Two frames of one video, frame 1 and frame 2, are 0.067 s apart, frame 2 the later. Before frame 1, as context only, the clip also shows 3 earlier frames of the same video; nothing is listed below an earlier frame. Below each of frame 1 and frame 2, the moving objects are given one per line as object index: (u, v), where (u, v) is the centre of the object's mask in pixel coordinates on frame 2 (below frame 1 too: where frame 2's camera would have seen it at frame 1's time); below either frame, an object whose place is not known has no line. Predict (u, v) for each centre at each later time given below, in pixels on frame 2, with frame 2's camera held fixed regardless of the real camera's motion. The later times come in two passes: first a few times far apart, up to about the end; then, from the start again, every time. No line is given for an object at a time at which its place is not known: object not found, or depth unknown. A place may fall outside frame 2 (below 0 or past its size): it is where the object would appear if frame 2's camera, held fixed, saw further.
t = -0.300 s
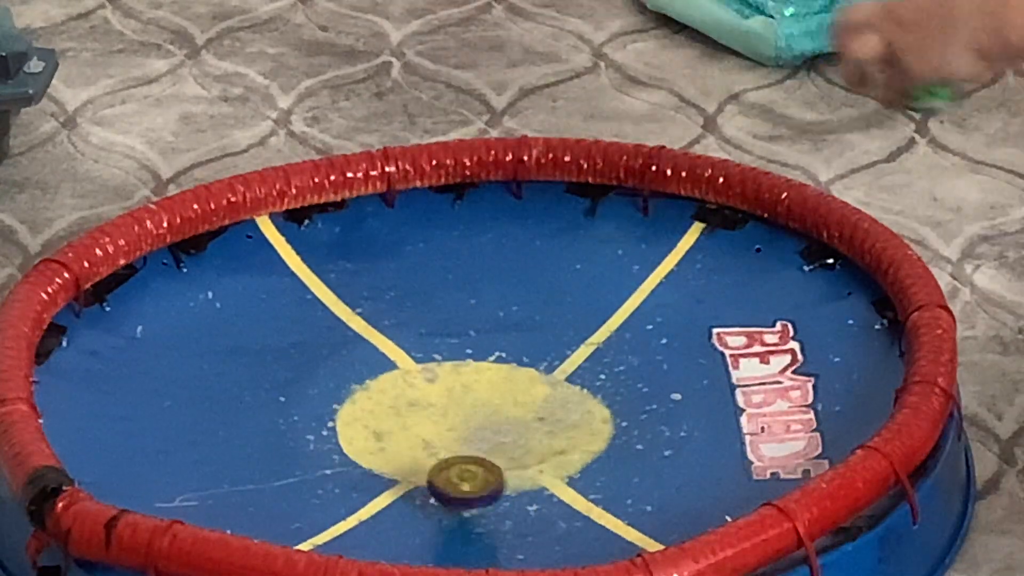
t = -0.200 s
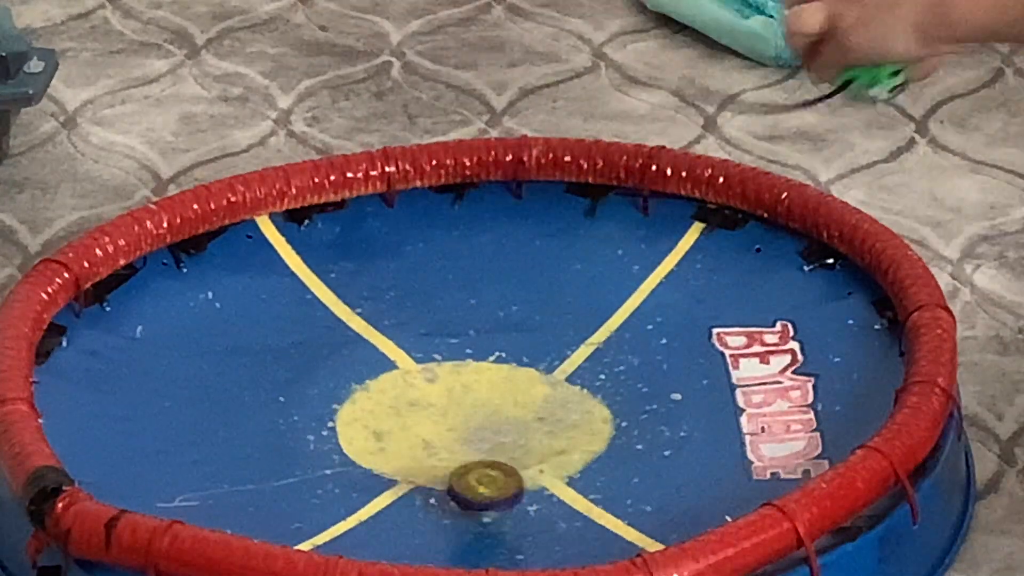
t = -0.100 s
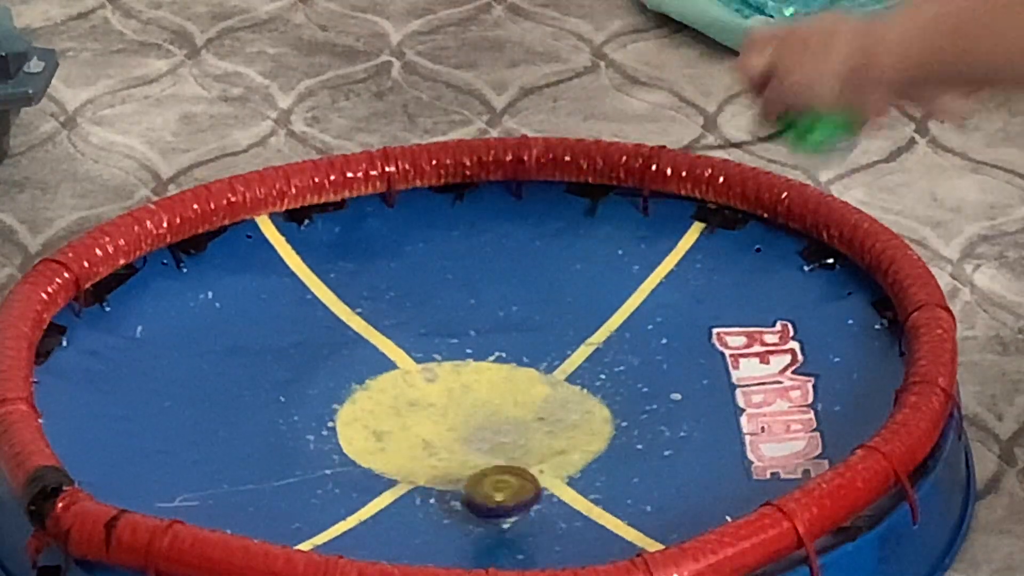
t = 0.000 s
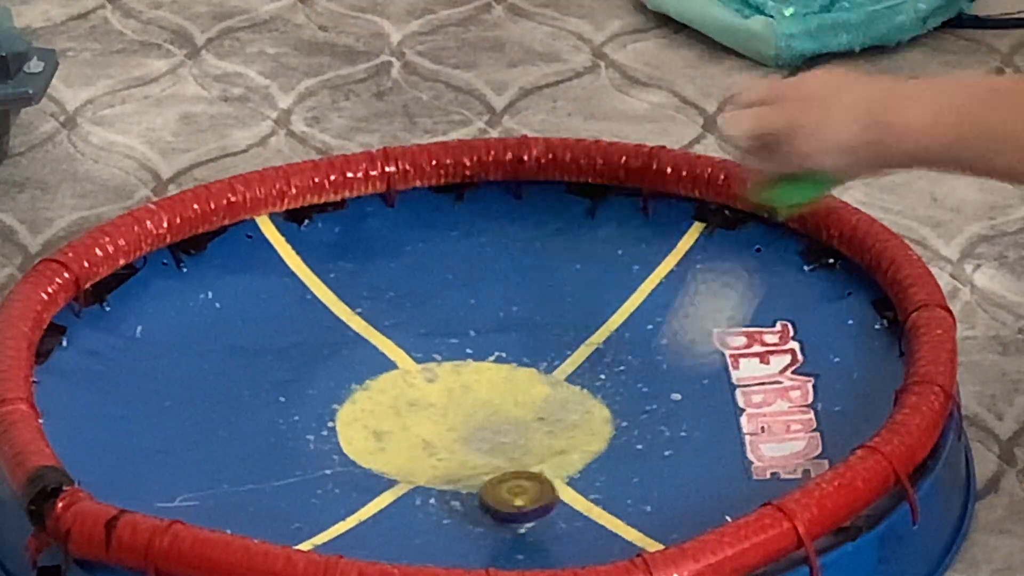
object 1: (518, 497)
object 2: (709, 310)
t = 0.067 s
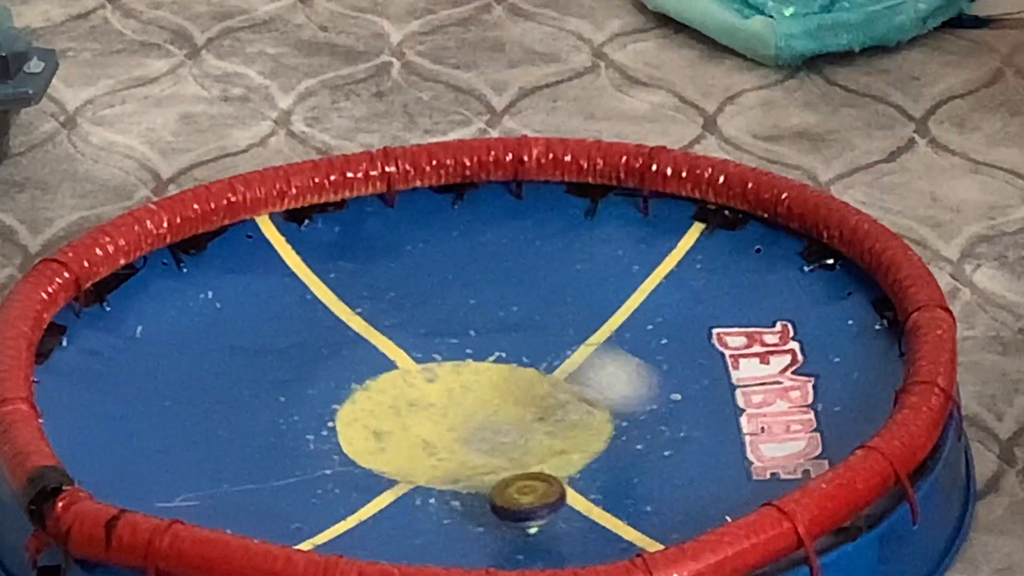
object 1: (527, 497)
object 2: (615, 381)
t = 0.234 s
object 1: (554, 494)
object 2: (347, 390)
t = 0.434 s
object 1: (560, 483)
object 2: (173, 374)
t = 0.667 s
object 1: (556, 462)
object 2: (141, 376)
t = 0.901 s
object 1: (556, 440)
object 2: (267, 442)
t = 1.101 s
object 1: (565, 425)
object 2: (375, 509)
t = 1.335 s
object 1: (595, 410)
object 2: (573, 544)
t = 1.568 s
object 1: (622, 395)
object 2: (738, 488)
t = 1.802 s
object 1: (626, 375)
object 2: (757, 412)
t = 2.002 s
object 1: (607, 362)
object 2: (687, 373)
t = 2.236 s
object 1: (514, 325)
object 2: (666, 362)
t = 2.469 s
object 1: (514, 319)
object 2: (589, 356)
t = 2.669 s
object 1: (518, 335)
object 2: (499, 383)
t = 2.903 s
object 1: (503, 350)
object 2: (439, 429)
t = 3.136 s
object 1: (487, 341)
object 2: (471, 448)
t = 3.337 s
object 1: (499, 339)
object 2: (461, 465)
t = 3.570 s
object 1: (497, 356)
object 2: (415, 493)
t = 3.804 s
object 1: (478, 364)
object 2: (438, 509)
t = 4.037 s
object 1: (457, 356)
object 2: (488, 503)
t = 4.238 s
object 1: (467, 360)
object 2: (517, 493)
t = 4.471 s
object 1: (462, 377)
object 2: (503, 462)
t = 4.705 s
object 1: (448, 380)
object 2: (480, 450)
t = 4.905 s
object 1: (438, 372)
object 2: (496, 422)
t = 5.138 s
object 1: (439, 360)
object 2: (533, 395)
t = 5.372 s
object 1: (444, 370)
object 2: (555, 379)
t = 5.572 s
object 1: (442, 369)
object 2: (541, 363)
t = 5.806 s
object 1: (445, 384)
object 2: (520, 380)
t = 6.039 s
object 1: (457, 391)
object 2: (562, 400)
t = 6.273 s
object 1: (487, 407)
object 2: (637, 398)
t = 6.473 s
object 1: (524, 399)
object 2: (657, 397)
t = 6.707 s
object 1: (520, 384)
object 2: (645, 395)
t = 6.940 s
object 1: (514, 380)
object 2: (614, 398)
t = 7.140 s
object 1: (515, 380)
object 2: (589, 401)
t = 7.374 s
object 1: (518, 384)
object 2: (580, 401)
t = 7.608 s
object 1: (512, 385)
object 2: (570, 397)
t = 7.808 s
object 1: (505, 391)
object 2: (561, 402)
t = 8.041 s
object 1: (491, 397)
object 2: (567, 407)
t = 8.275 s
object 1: (464, 393)
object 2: (569, 400)
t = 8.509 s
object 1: (451, 388)
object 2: (524, 391)
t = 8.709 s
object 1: (445, 381)
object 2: (539, 403)
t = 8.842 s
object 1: (443, 385)
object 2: (540, 404)
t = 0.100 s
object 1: (531, 496)
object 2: (557, 358)
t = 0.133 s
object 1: (539, 495)
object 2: (506, 351)
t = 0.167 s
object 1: (545, 495)
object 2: (453, 357)
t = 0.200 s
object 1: (549, 495)
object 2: (387, 393)
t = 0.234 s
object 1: (554, 494)
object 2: (347, 390)
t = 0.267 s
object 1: (556, 493)
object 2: (318, 376)
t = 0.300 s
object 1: (559, 492)
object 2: (283, 377)
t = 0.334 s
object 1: (559, 491)
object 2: (249, 384)
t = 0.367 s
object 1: (559, 489)
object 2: (221, 380)
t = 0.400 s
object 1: (561, 485)
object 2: (196, 379)
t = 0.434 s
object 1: (560, 483)
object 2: (173, 374)
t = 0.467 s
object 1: (562, 480)
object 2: (155, 371)
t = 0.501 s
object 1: (561, 477)
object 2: (143, 367)
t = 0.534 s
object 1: (561, 475)
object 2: (134, 368)
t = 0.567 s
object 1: (559, 471)
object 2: (129, 367)
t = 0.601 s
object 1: (556, 468)
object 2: (129, 369)
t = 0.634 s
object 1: (556, 465)
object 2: (133, 372)
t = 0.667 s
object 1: (556, 462)
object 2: (141, 376)
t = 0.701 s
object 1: (557, 460)
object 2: (153, 383)
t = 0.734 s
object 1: (556, 457)
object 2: (168, 390)
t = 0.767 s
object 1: (554, 453)
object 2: (185, 399)
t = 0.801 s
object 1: (555, 450)
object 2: (204, 409)
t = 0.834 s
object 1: (555, 446)
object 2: (225, 419)
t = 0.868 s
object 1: (555, 444)
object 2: (246, 430)
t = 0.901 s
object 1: (556, 440)
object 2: (267, 442)
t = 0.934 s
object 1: (556, 437)
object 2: (288, 453)
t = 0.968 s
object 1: (558, 434)
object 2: (305, 466)
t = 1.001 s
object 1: (559, 431)
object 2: (322, 478)
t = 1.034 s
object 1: (562, 429)
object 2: (337, 488)
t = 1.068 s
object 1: (565, 427)
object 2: (355, 499)
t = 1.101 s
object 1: (565, 425)
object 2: (375, 509)
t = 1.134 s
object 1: (569, 422)
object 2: (399, 520)
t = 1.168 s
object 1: (572, 420)
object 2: (421, 526)
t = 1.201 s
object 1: (575, 418)
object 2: (448, 533)
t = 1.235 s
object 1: (582, 415)
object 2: (476, 539)
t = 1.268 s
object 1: (586, 415)
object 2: (506, 541)
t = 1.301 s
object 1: (591, 412)
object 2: (541, 543)
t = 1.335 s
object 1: (595, 410)
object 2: (573, 544)
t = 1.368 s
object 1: (600, 409)
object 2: (606, 542)
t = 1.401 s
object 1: (604, 406)
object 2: (637, 537)
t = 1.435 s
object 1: (609, 404)
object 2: (665, 531)
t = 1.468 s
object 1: (615, 403)
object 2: (685, 522)
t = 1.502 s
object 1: (618, 400)
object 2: (706, 511)
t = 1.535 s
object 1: (621, 398)
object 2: (724, 500)
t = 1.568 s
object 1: (622, 395)
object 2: (738, 488)
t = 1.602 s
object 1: (625, 392)
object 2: (750, 478)
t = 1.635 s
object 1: (627, 389)
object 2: (761, 467)
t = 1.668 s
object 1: (627, 386)
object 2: (768, 455)
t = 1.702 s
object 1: (628, 383)
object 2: (769, 445)
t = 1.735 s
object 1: (627, 380)
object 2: (770, 433)
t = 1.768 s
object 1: (629, 377)
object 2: (764, 422)
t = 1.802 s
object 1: (626, 375)
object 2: (757, 412)
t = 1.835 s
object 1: (624, 372)
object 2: (746, 404)
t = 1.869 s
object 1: (621, 369)
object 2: (736, 396)
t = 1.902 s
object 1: (618, 367)
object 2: (725, 389)
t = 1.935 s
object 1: (615, 365)
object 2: (713, 384)
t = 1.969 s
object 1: (610, 363)
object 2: (701, 379)
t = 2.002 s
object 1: (607, 362)
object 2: (687, 373)
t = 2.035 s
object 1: (601, 359)
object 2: (672, 369)
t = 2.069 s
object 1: (583, 351)
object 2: (675, 369)
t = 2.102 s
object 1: (563, 343)
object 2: (678, 370)
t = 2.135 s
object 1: (545, 337)
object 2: (678, 368)
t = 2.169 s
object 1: (532, 332)
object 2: (674, 366)
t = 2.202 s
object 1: (521, 329)
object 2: (672, 363)
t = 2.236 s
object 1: (514, 325)
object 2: (666, 362)
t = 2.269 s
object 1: (511, 325)
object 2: (659, 362)
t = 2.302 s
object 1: (508, 323)
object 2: (651, 359)
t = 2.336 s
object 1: (508, 323)
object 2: (640, 357)
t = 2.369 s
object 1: (507, 321)
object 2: (630, 356)
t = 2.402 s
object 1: (509, 320)
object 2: (618, 355)
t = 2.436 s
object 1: (510, 319)
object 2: (603, 354)
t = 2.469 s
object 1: (514, 319)
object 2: (589, 356)
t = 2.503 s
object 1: (517, 321)
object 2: (577, 357)
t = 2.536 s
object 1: (519, 324)
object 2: (564, 360)
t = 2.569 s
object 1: (518, 324)
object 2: (545, 367)
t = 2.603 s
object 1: (519, 326)
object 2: (529, 372)
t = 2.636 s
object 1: (517, 330)
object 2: (515, 377)
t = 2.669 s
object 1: (518, 335)
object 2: (499, 383)
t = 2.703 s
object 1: (515, 340)
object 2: (485, 388)
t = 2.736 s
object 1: (515, 343)
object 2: (474, 392)
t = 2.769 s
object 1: (513, 344)
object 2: (464, 398)
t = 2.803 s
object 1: (511, 347)
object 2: (457, 405)
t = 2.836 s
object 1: (508, 349)
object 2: (448, 412)
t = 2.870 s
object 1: (505, 350)
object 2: (444, 420)
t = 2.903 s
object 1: (503, 350)
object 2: (439, 429)
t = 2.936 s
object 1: (500, 350)
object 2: (438, 436)
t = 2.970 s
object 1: (498, 349)
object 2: (436, 442)
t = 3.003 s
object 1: (495, 347)
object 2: (438, 446)
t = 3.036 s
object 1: (495, 344)
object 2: (443, 447)
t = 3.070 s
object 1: (492, 343)
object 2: (450, 449)
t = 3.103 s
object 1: (490, 344)
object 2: (461, 449)
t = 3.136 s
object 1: (487, 341)
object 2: (471, 448)
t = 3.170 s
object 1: (487, 340)
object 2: (477, 449)
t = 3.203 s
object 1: (487, 338)
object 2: (479, 450)
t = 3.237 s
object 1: (490, 336)
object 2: (478, 453)
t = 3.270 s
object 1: (492, 337)
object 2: (474, 457)
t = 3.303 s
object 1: (497, 337)
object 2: (467, 462)
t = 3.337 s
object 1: (499, 339)
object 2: (461, 465)
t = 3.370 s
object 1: (502, 340)
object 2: (452, 469)
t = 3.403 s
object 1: (504, 343)
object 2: (446, 473)
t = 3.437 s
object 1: (505, 346)
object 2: (440, 479)
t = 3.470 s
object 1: (504, 349)
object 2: (433, 482)
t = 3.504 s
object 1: (501, 352)
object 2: (427, 485)
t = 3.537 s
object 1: (500, 353)
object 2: (421, 488)
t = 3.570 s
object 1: (497, 356)
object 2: (415, 493)
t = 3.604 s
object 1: (495, 357)
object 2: (413, 494)
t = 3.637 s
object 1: (491, 359)
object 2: (412, 497)
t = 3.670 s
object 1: (489, 360)
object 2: (413, 501)
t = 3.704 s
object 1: (485, 361)
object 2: (416, 504)
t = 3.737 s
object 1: (483, 362)
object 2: (420, 506)
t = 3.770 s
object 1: (481, 363)
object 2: (429, 509)
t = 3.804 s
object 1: (478, 364)
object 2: (438, 509)
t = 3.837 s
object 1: (476, 364)
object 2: (445, 509)
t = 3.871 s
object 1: (471, 363)
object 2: (455, 507)
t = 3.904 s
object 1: (468, 363)
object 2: (462, 507)
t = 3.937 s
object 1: (464, 361)
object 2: (469, 506)
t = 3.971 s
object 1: (462, 360)
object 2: (476, 504)
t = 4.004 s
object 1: (458, 358)
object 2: (482, 504)
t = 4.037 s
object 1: (457, 356)
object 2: (488, 503)
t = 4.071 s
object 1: (457, 355)
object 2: (494, 501)
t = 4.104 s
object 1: (459, 355)
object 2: (500, 500)
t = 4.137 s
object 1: (461, 356)
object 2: (507, 497)
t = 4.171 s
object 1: (466, 357)
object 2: (509, 496)
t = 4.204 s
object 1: (467, 360)
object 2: (512, 495)
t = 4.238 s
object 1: (467, 360)
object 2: (517, 493)
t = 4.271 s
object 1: (470, 360)
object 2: (519, 491)
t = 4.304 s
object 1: (472, 362)
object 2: (520, 487)
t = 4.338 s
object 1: (472, 365)
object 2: (521, 482)
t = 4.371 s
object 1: (470, 369)
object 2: (518, 476)
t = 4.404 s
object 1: (468, 372)
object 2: (512, 471)
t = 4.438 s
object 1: (465, 375)
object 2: (508, 466)
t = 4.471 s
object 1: (462, 377)
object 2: (503, 462)
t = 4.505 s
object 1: (461, 377)
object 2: (499, 461)
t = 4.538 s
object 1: (460, 378)
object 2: (496, 459)
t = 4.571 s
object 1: (458, 379)
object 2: (494, 457)
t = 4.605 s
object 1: (455, 379)
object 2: (490, 455)
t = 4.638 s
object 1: (454, 380)
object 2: (486, 453)
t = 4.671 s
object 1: (451, 380)
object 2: (483, 451)
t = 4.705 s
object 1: (448, 380)
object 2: (480, 450)
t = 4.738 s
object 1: (444, 379)
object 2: (478, 448)
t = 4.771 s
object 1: (441, 377)
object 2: (476, 445)
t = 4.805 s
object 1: (439, 376)
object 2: (479, 441)
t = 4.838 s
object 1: (438, 375)
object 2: (483, 435)
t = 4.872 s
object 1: (438, 374)
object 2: (490, 429)
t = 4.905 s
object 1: (438, 372)
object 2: (496, 422)
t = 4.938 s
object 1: (442, 372)
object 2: (500, 414)
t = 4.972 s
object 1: (442, 372)
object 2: (503, 406)
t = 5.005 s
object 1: (442, 372)
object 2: (504, 403)
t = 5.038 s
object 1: (443, 370)
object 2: (505, 398)
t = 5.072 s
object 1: (440, 364)
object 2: (519, 398)
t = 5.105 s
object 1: (438, 362)
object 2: (528, 397)
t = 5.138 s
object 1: (439, 360)
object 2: (533, 395)
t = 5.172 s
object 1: (441, 361)
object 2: (539, 394)
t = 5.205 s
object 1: (441, 361)
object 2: (543, 392)
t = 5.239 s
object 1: (442, 362)
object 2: (546, 390)
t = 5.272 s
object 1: (443, 363)
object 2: (550, 388)
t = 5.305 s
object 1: (443, 365)
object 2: (553, 385)
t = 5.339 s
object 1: (445, 367)
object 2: (555, 382)
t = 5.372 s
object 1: (444, 370)
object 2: (555, 379)
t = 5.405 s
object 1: (443, 372)
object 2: (554, 377)
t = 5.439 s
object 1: (441, 372)
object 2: (554, 374)
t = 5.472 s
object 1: (439, 373)
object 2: (553, 372)
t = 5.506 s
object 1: (440, 377)
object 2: (551, 370)
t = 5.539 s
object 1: (440, 371)
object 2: (548, 366)
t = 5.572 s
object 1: (442, 369)
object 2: (541, 363)
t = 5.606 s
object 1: (446, 369)
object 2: (535, 362)
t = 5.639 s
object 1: (448, 372)
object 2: (528, 364)
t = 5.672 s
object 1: (451, 376)
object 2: (524, 366)
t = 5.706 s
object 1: (453, 377)
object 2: (519, 367)
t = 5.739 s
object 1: (452, 382)
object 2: (515, 370)
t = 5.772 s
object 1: (448, 383)
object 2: (516, 376)
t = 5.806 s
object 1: (445, 384)
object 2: (520, 380)
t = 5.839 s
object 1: (444, 386)
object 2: (521, 385)
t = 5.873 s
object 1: (444, 387)
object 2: (524, 388)
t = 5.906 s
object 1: (447, 388)
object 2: (527, 391)
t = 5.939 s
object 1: (452, 390)
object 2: (530, 393)
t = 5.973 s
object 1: (458, 391)
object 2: (533, 394)
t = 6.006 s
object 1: (459, 390)
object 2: (548, 397)
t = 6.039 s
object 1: (457, 391)
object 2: (562, 400)
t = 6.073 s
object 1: (458, 390)
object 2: (573, 401)
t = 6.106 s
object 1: (461, 392)
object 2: (585, 401)
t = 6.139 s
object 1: (463, 394)
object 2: (595, 400)
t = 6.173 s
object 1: (468, 397)
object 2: (610, 400)
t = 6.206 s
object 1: (473, 399)
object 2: (622, 400)
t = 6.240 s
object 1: (480, 403)
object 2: (631, 399)
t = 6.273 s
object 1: (487, 407)
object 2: (637, 398)
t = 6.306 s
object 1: (497, 408)
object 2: (642, 397)
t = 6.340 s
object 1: (506, 408)
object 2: (646, 397)
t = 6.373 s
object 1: (513, 406)
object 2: (650, 396)
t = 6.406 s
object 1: (519, 404)
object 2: (654, 396)
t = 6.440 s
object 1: (522, 401)
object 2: (655, 396)
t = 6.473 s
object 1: (524, 399)
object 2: (657, 397)
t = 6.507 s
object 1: (525, 397)
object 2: (658, 397)
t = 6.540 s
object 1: (527, 392)
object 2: (658, 396)
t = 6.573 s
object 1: (527, 390)
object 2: (656, 395)
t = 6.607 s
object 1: (525, 388)
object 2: (653, 395)
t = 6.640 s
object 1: (523, 386)
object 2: (650, 394)
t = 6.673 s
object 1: (521, 385)
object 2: (647, 395)
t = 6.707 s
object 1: (520, 384)
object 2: (645, 395)
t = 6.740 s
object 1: (517, 386)
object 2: (643, 396)
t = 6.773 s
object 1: (517, 381)
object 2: (640, 396)
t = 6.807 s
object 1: (515, 380)
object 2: (637, 396)
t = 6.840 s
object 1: (514, 379)
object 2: (632, 397)
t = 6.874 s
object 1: (514, 380)
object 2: (626, 398)
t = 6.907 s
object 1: (513, 379)
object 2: (620, 400)
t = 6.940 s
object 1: (514, 380)
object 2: (614, 398)
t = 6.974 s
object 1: (513, 379)
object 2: (610, 398)
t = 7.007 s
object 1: (513, 379)
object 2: (605, 399)
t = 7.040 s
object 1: (513, 379)
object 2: (601, 400)
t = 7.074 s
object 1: (514, 380)
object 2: (596, 400)
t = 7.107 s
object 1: (514, 380)
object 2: (592, 401)
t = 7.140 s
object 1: (515, 380)
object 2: (589, 401)
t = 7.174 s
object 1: (516, 381)
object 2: (588, 401)
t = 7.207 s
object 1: (517, 382)
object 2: (588, 401)
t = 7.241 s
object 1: (517, 382)
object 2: (587, 402)
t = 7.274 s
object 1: (518, 383)
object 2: (586, 402)
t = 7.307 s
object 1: (519, 384)
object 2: (584, 402)
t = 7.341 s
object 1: (517, 383)
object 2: (581, 402)
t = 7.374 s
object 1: (518, 384)
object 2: (580, 401)
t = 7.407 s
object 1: (517, 385)
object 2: (579, 401)
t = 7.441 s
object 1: (516, 385)
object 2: (577, 401)
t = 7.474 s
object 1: (516, 386)
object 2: (576, 400)
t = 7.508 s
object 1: (514, 384)
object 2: (575, 398)
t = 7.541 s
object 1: (513, 383)
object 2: (574, 398)
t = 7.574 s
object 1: (511, 382)
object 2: (573, 397)
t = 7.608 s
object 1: (512, 385)
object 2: (570, 397)
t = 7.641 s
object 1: (511, 386)
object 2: (571, 398)
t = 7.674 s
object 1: (507, 386)
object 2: (570, 399)
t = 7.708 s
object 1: (507, 387)
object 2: (569, 399)
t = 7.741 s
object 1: (506, 387)
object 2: (566, 400)
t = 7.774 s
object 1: (505, 389)
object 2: (563, 401)
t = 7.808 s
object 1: (505, 391)
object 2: (561, 402)
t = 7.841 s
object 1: (503, 390)
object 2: (560, 404)
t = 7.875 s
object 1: (502, 393)
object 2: (562, 406)
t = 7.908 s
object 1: (500, 393)
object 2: (563, 407)
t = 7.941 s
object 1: (499, 395)
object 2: (564, 407)
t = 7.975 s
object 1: (497, 396)
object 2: (566, 407)
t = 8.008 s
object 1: (494, 396)
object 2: (567, 407)
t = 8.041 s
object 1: (491, 397)
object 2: (567, 407)
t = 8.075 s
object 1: (487, 398)
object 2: (567, 406)
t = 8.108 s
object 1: (482, 398)
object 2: (567, 407)
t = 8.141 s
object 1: (477, 398)
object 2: (568, 407)
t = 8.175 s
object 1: (472, 397)
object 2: (569, 406)
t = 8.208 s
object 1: (469, 395)
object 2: (569, 406)
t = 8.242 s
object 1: (466, 394)
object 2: (570, 404)
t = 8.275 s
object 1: (464, 393)
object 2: (569, 400)
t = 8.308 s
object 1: (463, 392)
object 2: (564, 398)
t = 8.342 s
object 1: (463, 392)
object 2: (559, 395)
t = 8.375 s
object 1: (463, 392)
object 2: (549, 394)
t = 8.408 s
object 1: (463, 392)
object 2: (539, 392)
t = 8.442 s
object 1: (452, 390)
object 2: (537, 393)
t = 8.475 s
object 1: (450, 388)
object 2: (532, 392)
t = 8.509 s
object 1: (451, 388)
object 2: (524, 391)
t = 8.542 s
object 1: (451, 387)
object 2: (520, 392)
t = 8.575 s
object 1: (447, 382)
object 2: (526, 396)
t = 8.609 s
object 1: (445, 381)
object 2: (531, 399)
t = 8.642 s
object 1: (446, 379)
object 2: (533, 400)
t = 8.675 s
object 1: (446, 380)
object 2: (535, 402)
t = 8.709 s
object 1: (445, 381)
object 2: (539, 403)
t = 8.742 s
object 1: (444, 381)
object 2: (540, 404)
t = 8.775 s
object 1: (444, 383)
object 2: (540, 404)
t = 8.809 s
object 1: (443, 384)
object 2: (540, 403)
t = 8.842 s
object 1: (443, 385)
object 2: (540, 404)
